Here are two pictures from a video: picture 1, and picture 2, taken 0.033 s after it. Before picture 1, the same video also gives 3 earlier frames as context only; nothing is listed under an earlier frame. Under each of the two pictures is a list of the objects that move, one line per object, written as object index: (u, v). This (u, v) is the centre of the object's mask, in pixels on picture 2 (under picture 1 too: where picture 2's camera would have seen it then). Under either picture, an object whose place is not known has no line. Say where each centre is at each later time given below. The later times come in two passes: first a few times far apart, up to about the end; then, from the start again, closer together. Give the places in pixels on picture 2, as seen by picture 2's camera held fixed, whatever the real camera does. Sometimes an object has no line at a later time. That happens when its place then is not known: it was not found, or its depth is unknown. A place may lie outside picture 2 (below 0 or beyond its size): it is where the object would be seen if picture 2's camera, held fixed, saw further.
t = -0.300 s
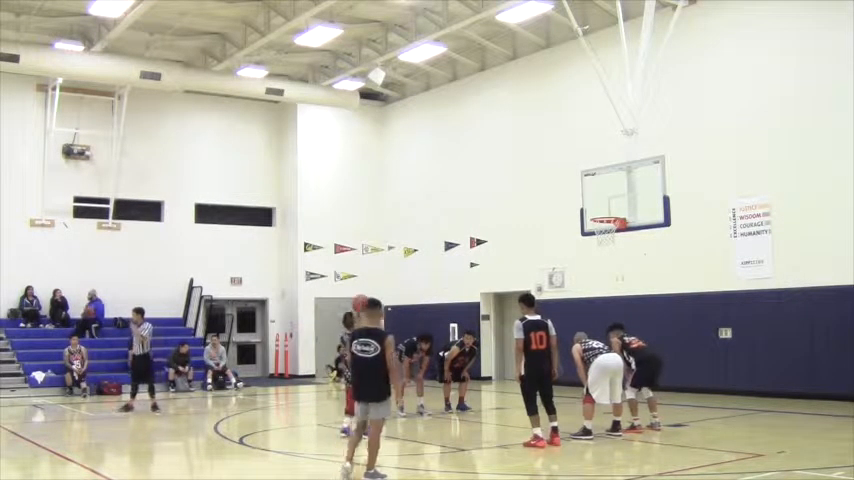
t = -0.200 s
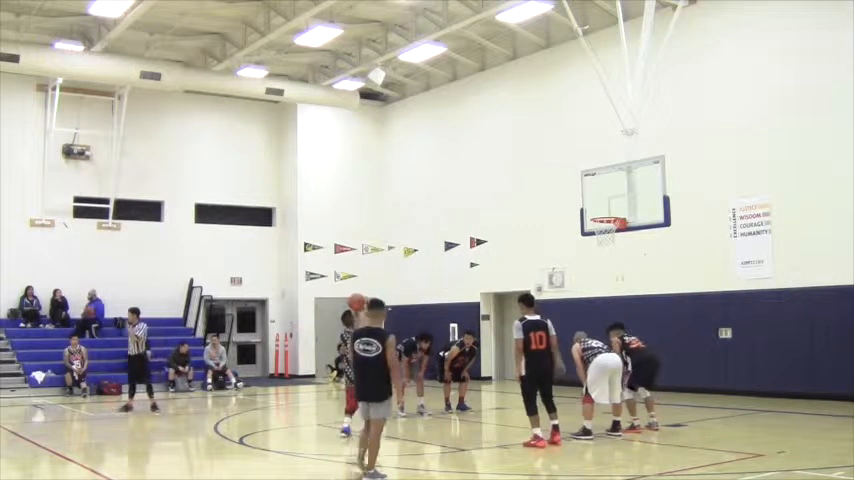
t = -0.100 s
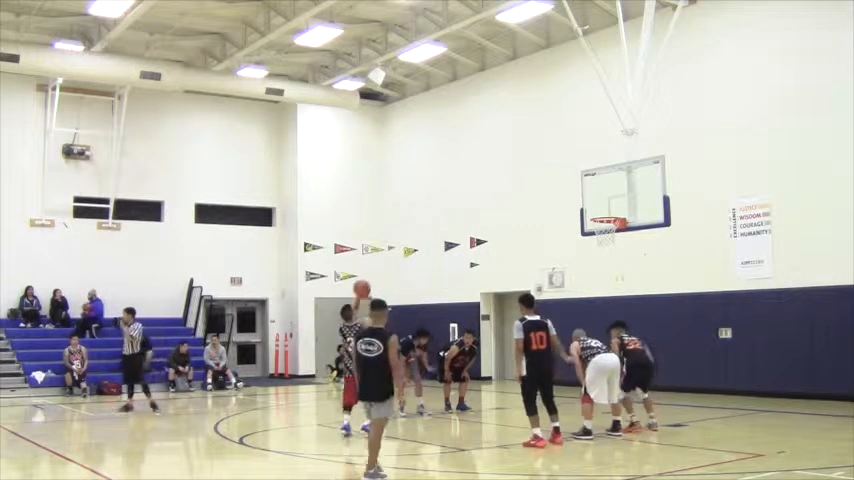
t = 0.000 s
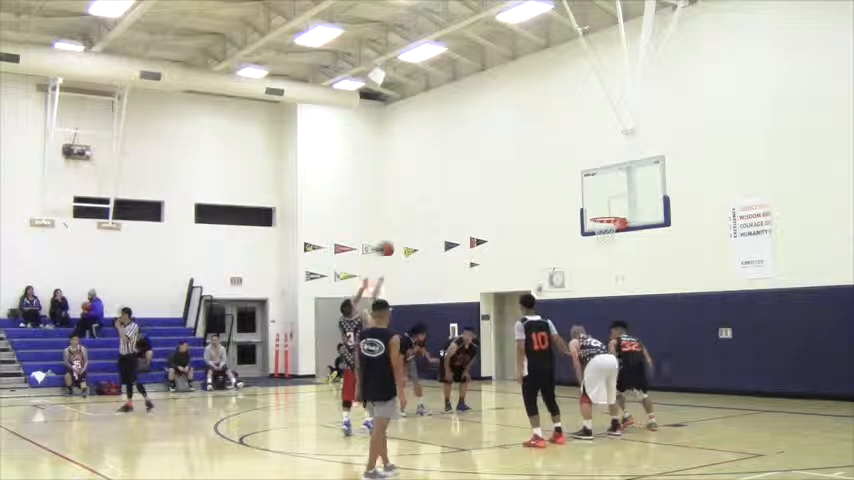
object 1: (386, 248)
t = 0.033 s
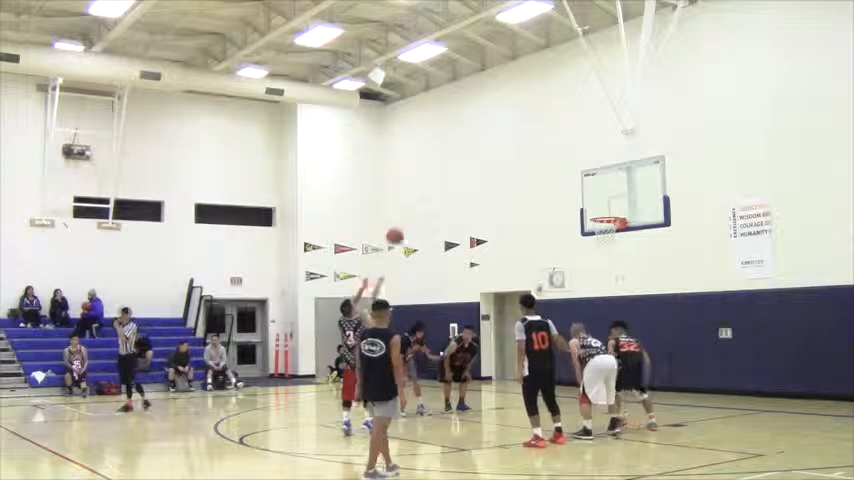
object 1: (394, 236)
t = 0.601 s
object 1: (535, 153)
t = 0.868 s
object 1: (593, 187)
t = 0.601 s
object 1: (535, 153)
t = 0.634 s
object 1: (542, 155)
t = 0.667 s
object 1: (550, 157)
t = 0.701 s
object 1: (557, 161)
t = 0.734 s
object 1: (565, 165)
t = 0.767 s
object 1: (572, 170)
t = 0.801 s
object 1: (579, 175)
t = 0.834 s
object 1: (586, 181)
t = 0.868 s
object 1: (593, 187)
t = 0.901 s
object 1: (600, 195)
